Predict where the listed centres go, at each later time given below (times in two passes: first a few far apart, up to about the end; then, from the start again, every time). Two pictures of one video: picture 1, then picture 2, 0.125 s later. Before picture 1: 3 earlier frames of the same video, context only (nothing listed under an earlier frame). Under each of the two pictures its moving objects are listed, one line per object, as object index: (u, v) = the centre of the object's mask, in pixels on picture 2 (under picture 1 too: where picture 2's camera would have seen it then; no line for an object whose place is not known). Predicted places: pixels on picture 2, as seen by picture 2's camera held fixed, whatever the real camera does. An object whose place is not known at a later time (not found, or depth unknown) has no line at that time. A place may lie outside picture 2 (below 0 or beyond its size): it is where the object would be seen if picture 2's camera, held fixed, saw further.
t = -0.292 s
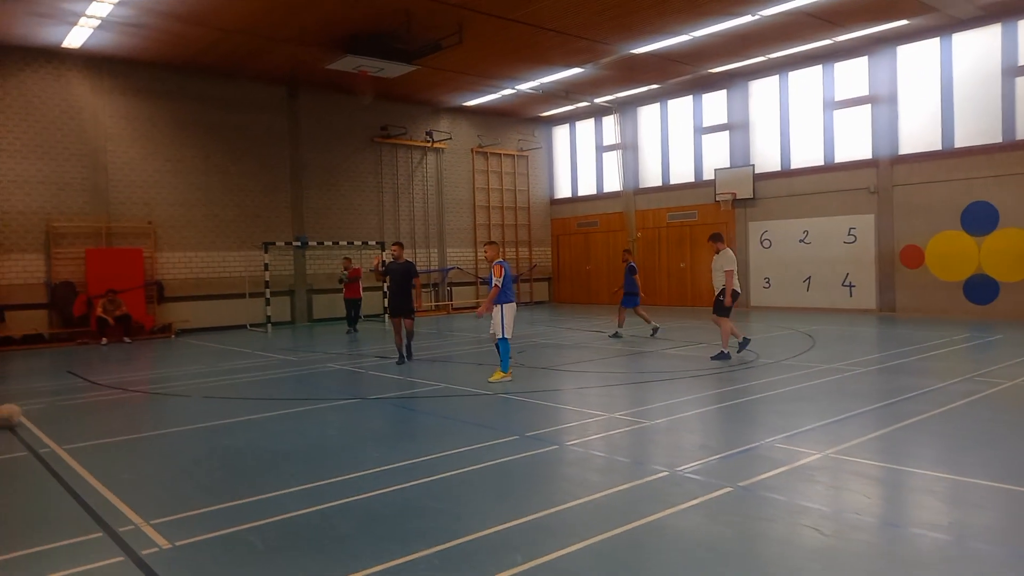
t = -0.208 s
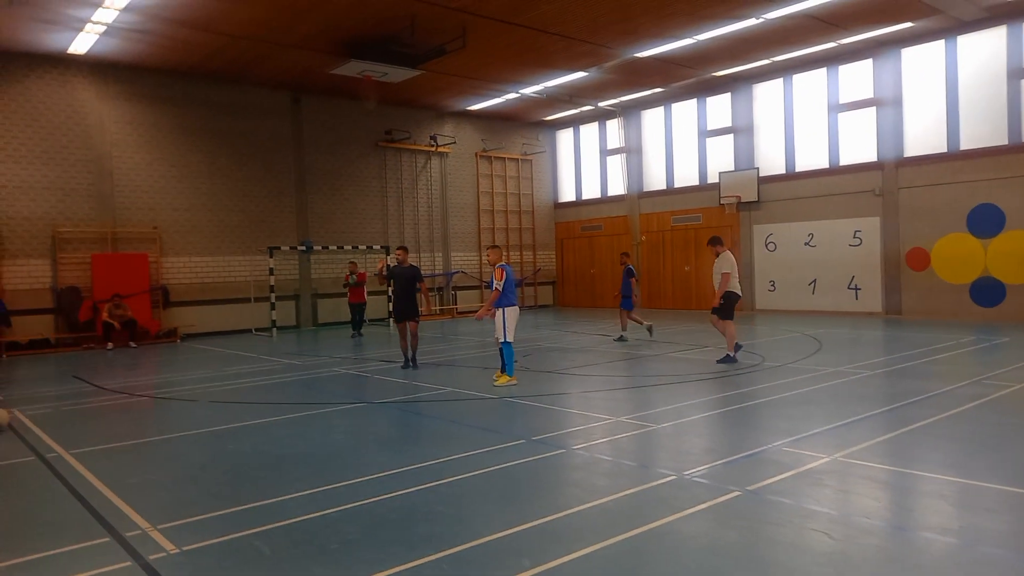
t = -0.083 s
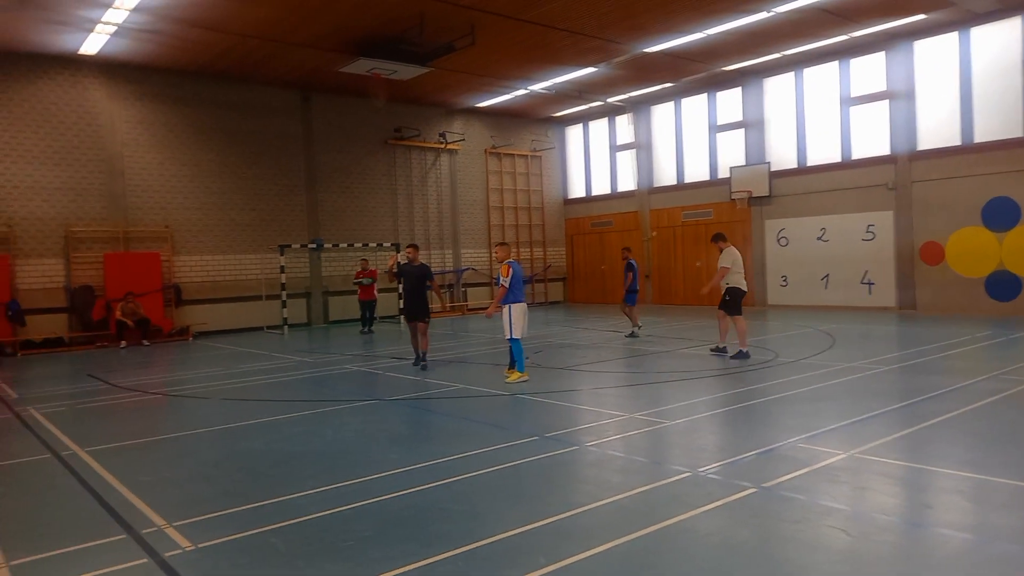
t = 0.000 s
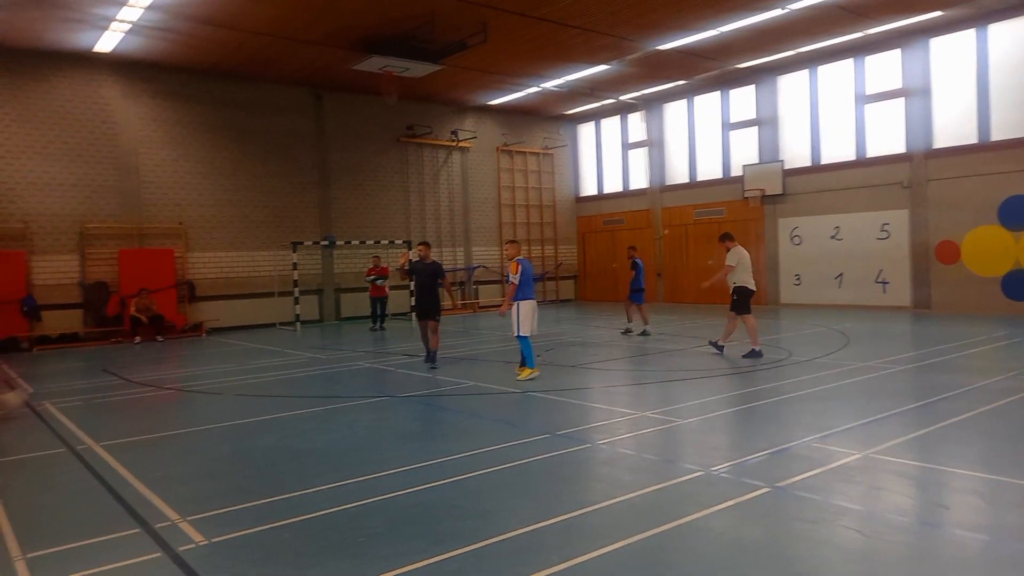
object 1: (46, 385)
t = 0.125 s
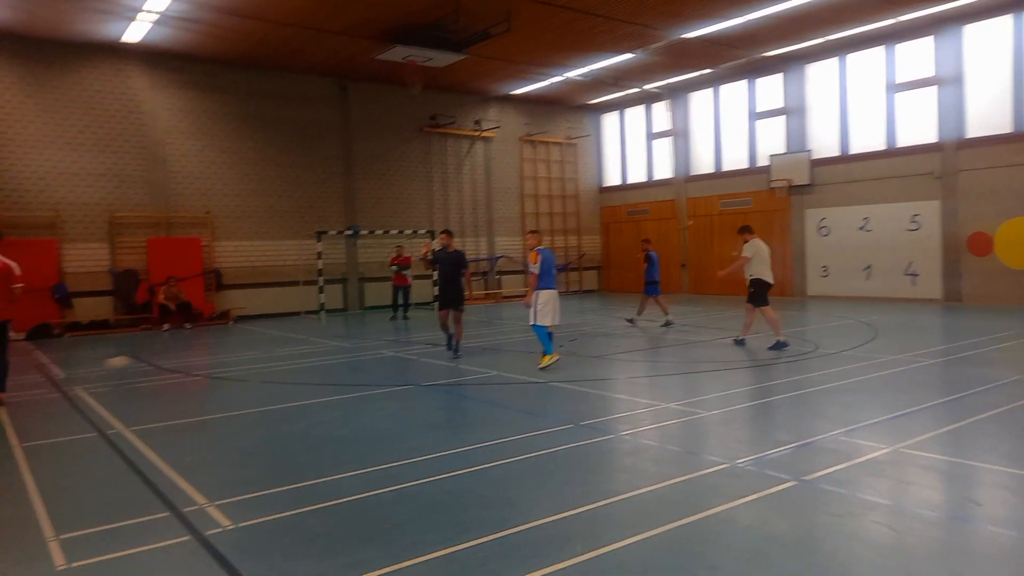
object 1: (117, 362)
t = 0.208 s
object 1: (159, 358)
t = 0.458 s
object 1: (247, 345)
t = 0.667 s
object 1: (294, 337)
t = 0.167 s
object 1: (139, 359)
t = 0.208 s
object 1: (159, 358)
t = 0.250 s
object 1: (178, 357)
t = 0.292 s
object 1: (198, 360)
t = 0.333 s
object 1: (212, 355)
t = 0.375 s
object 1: (224, 351)
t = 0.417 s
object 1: (235, 346)
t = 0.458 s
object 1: (247, 345)
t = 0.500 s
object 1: (259, 345)
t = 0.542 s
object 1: (270, 346)
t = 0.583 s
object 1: (280, 345)
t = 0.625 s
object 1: (288, 341)
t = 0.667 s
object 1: (294, 337)
